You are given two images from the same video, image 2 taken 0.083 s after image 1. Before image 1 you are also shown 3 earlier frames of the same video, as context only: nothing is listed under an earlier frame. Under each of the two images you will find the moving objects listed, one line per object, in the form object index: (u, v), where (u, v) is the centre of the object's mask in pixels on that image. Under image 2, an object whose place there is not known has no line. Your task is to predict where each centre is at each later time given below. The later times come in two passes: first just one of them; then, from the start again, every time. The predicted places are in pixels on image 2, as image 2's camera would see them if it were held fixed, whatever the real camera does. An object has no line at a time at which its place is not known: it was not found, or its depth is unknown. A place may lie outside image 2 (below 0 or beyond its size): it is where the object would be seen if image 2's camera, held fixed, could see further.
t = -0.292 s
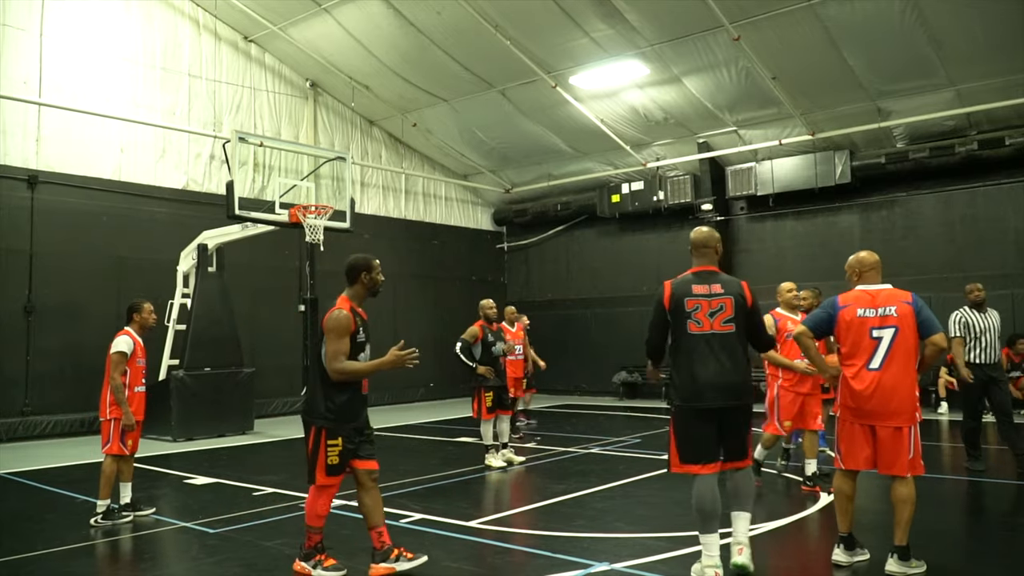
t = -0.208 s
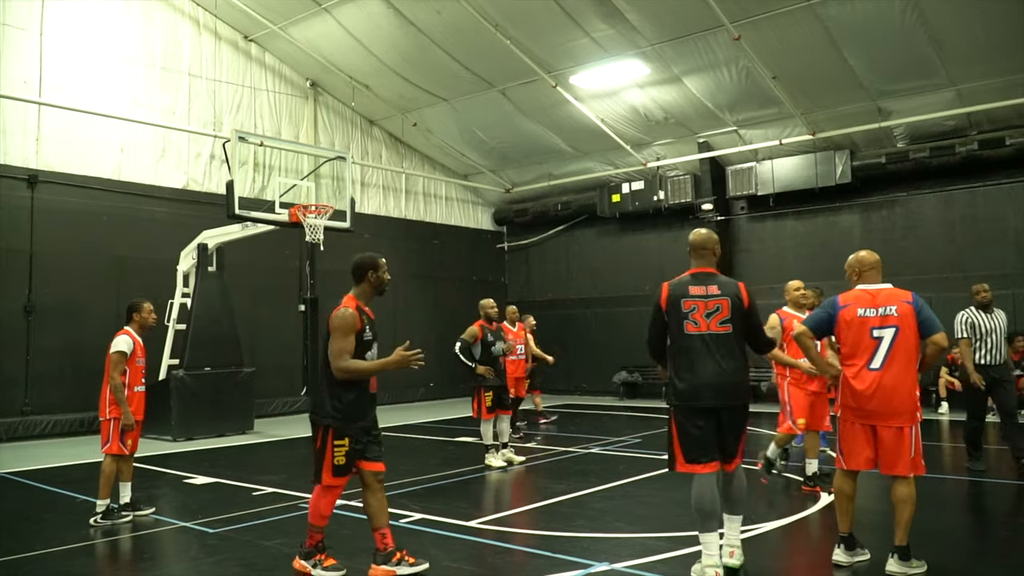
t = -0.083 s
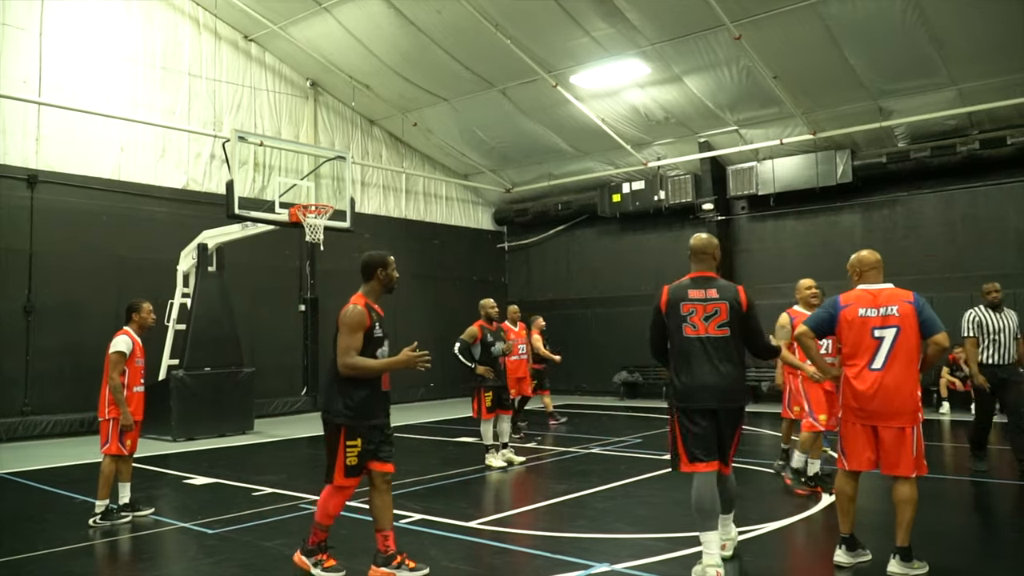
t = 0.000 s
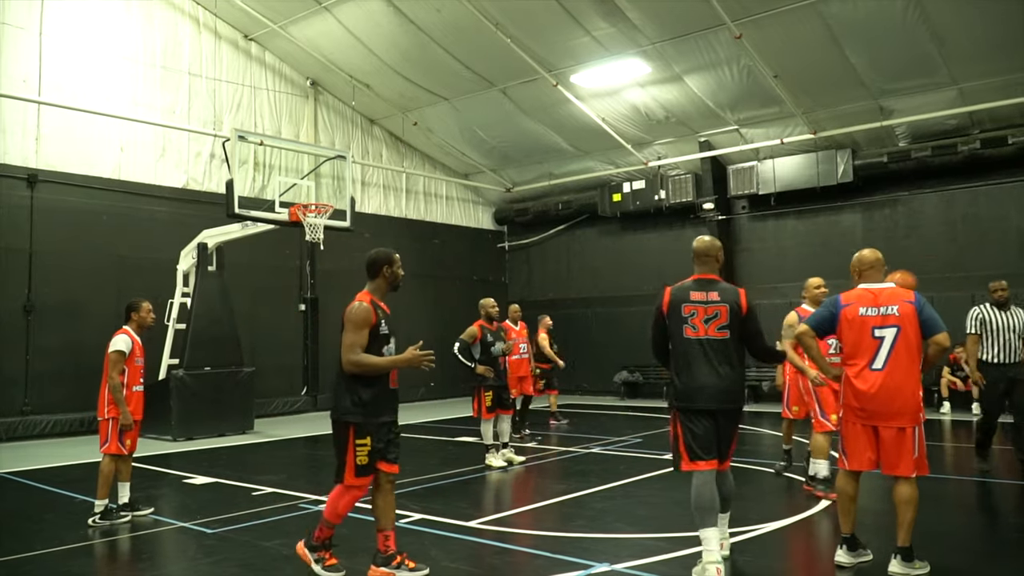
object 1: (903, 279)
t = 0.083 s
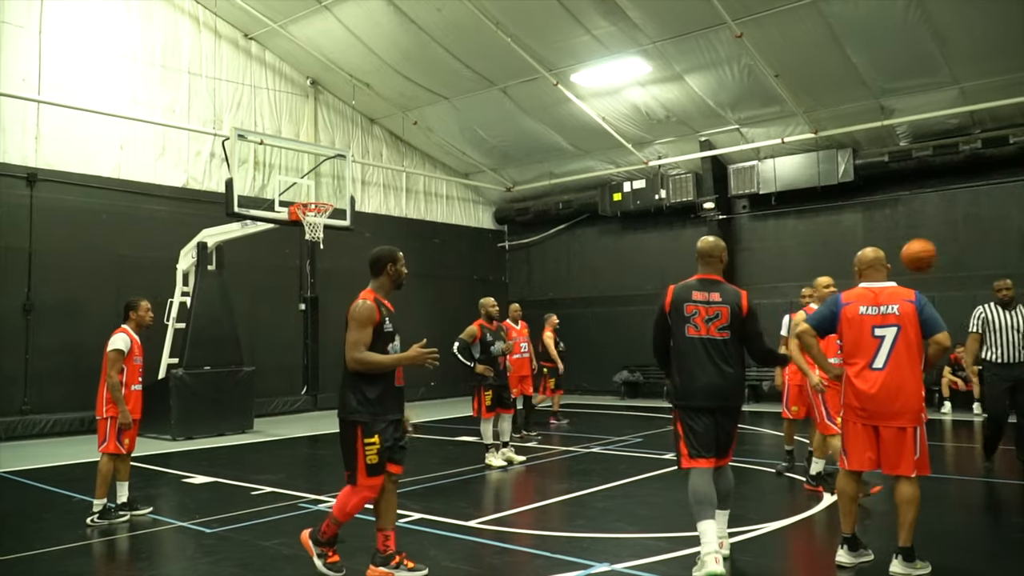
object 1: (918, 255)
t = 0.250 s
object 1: (959, 216)
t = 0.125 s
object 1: (930, 240)
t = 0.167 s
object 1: (938, 231)
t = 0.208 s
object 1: (950, 221)
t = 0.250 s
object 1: (959, 216)
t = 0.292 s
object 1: (973, 210)
